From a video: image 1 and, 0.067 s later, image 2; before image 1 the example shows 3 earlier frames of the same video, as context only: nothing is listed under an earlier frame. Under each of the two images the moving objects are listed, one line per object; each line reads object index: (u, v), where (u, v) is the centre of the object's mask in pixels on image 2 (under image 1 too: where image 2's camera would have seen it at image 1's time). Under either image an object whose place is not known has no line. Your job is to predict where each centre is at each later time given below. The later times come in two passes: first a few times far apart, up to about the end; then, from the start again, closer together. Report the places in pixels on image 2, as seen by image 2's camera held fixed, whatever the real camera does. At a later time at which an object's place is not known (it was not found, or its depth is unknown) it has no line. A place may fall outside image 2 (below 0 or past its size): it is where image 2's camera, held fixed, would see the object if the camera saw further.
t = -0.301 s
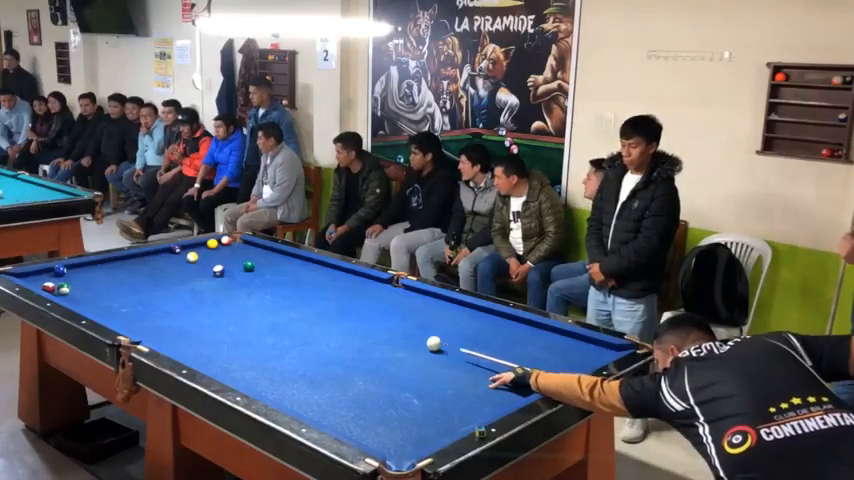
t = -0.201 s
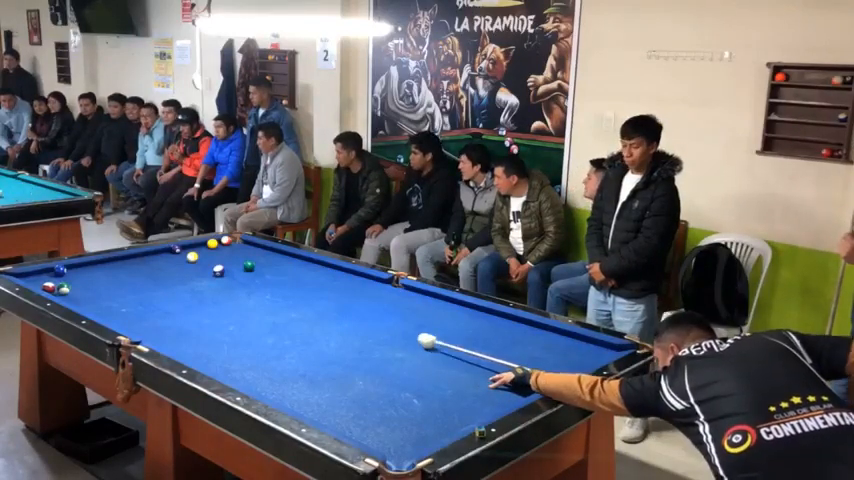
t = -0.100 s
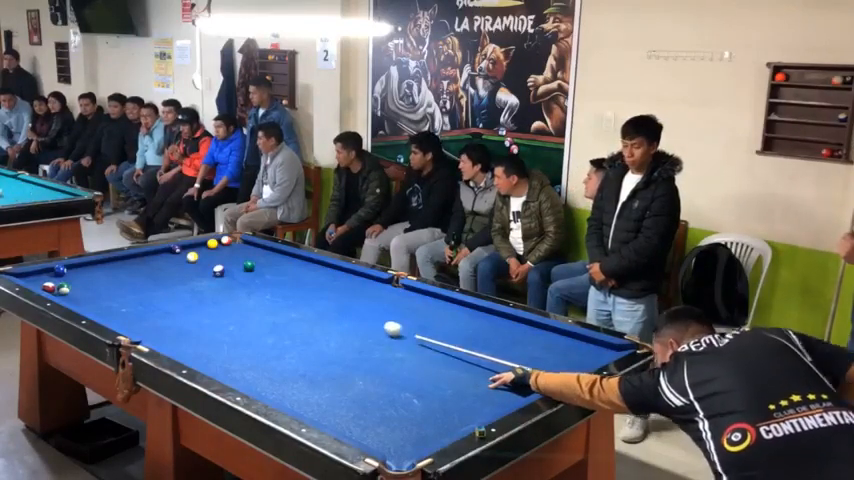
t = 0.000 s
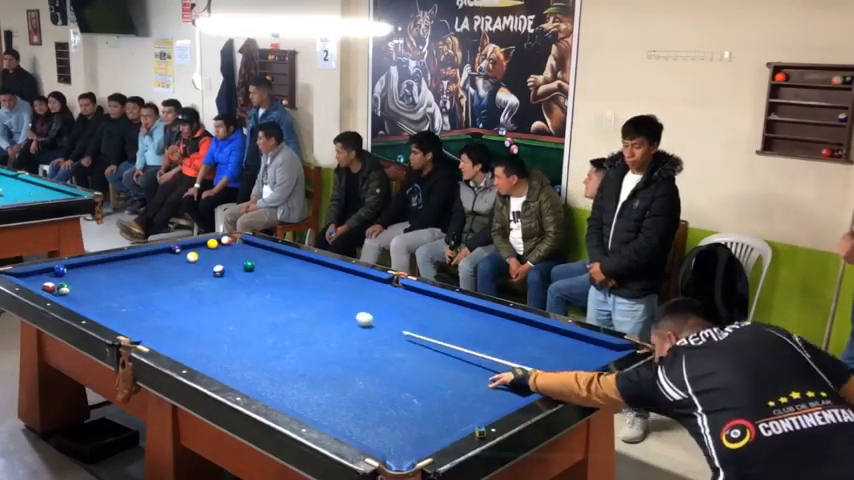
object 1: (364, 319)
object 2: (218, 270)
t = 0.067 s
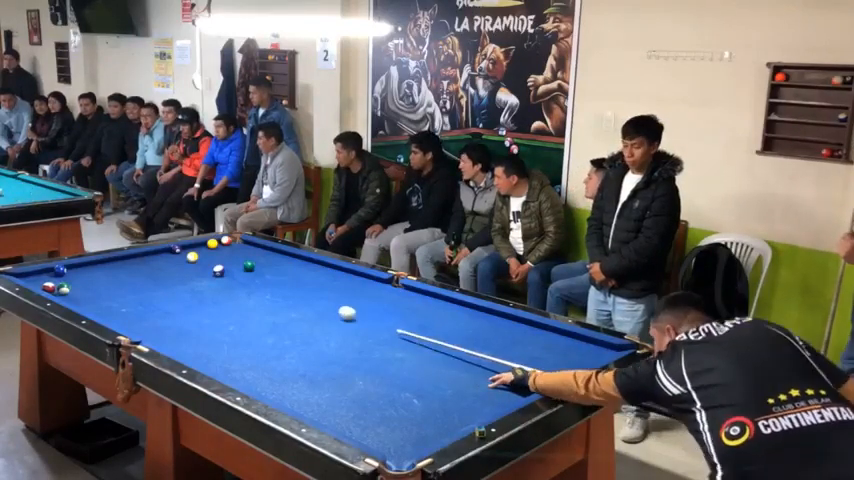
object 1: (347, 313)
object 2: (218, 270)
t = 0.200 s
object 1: (314, 302)
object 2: (218, 270)
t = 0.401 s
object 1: (269, 286)
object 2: (218, 270)
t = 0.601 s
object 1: (230, 273)
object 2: (218, 270)
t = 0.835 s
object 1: (234, 267)
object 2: (181, 263)
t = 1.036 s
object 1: (235, 262)
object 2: (155, 258)
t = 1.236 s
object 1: (237, 257)
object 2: (137, 255)
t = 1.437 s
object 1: (238, 253)
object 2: (142, 260)
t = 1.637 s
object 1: (240, 249)
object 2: (148, 265)
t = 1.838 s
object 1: (241, 246)
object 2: (153, 269)
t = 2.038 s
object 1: (242, 242)
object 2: (159, 274)
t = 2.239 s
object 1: (237, 240)
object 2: (165, 278)
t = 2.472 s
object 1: (235, 240)
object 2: (172, 283)
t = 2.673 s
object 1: (234, 240)
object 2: (178, 287)
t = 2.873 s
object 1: (234, 240)
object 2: (183, 292)
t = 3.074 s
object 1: (234, 240)
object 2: (189, 298)
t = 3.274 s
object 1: (234, 240)
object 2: (194, 302)
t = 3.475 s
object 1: (234, 240)
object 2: (199, 308)
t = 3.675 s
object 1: (234, 240)
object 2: (205, 311)
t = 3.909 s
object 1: (234, 240)
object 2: (210, 316)
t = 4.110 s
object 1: (234, 240)
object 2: (215, 321)
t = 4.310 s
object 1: (234, 240)
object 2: (220, 326)
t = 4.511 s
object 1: (234, 240)
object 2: (224, 328)
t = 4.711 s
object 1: (234, 240)
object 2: (228, 334)
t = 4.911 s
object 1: (234, 240)
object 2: (232, 337)
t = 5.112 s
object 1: (234, 240)
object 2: (235, 341)
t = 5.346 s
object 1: (234, 240)
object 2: (240, 344)
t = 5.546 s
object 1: (234, 240)
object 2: (243, 349)
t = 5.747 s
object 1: (234, 240)
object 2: (246, 350)
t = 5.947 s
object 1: (234, 240)
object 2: (249, 353)
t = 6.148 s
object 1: (234, 240)
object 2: (250, 356)
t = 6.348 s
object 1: (234, 240)
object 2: (252, 358)
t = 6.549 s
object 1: (234, 240)
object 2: (253, 359)
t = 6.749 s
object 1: (234, 240)
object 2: (254, 361)
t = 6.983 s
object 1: (234, 240)
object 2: (256, 363)
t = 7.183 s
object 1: (234, 240)
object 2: (256, 365)
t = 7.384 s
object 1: (234, 240)
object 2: (256, 365)
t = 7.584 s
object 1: (234, 240)
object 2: (257, 365)
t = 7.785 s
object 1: (234, 240)
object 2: (257, 365)
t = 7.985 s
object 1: (234, 240)
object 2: (257, 365)
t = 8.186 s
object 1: (234, 240)
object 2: (257, 365)
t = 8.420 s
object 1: (234, 240)
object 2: (257, 365)
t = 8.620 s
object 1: (234, 240)
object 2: (257, 365)
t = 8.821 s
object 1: (234, 240)
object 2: (257, 365)
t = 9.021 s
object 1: (234, 240)
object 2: (257, 365)
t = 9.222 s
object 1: (234, 240)
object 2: (257, 365)
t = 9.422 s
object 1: (234, 240)
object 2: (257, 365)
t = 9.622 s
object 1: (234, 240)
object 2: (257, 365)
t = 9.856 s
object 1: (234, 240)
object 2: (257, 365)
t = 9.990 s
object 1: (234, 240)
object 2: (257, 365)
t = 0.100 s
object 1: (338, 310)
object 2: (218, 270)
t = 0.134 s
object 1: (330, 307)
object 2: (218, 270)
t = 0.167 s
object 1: (322, 304)
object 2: (218, 270)
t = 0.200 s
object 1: (314, 302)
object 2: (218, 270)
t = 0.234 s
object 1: (306, 299)
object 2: (218, 270)
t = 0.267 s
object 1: (298, 296)
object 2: (218, 270)
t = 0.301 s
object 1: (291, 294)
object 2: (218, 270)
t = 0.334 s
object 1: (284, 292)
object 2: (218, 270)
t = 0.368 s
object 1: (276, 289)
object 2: (218, 270)
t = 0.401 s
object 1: (269, 286)
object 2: (218, 270)
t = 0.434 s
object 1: (262, 284)
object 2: (218, 270)
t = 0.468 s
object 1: (255, 282)
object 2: (218, 270)
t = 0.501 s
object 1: (249, 279)
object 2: (218, 270)
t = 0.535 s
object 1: (242, 277)
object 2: (218, 270)
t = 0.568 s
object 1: (236, 275)
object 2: (218, 270)
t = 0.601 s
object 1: (230, 273)
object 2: (218, 270)
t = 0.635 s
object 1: (229, 272)
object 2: (213, 269)
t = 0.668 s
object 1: (231, 271)
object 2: (206, 268)
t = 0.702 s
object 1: (232, 271)
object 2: (200, 266)
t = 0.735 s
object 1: (233, 270)
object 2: (194, 266)
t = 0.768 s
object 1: (234, 269)
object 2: (190, 266)
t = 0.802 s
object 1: (234, 268)
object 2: (186, 264)
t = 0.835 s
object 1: (234, 267)
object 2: (181, 263)
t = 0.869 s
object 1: (234, 266)
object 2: (177, 263)
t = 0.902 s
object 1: (235, 265)
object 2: (172, 261)
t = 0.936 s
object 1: (235, 264)
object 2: (167, 260)
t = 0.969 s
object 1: (235, 264)
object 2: (164, 260)
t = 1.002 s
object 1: (235, 263)
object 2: (160, 259)
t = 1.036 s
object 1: (235, 262)
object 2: (155, 258)
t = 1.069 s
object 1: (236, 261)
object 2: (152, 258)
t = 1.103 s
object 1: (236, 260)
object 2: (147, 256)
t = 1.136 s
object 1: (236, 260)
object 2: (142, 256)
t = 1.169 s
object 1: (237, 259)
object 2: (139, 256)
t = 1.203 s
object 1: (237, 258)
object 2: (136, 254)
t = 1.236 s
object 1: (237, 257)
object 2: (137, 255)
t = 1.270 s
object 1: (237, 257)
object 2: (138, 256)
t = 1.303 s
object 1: (238, 256)
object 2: (138, 257)
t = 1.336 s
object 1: (238, 255)
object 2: (139, 258)
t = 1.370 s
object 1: (238, 255)
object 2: (140, 257)
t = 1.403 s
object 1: (238, 254)
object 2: (141, 259)
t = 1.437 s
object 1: (238, 253)
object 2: (142, 260)
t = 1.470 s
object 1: (239, 252)
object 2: (142, 261)
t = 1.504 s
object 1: (239, 252)
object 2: (144, 261)
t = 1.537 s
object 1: (239, 251)
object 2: (145, 261)
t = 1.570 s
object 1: (239, 251)
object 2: (146, 263)
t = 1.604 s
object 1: (239, 250)
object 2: (147, 264)
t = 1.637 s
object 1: (240, 249)
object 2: (148, 265)
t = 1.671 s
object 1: (240, 249)
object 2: (148, 265)
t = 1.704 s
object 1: (240, 248)
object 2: (150, 265)
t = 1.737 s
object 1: (241, 247)
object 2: (151, 266)
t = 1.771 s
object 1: (241, 247)
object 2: (152, 268)
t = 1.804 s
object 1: (241, 246)
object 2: (152, 269)
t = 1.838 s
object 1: (241, 246)
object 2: (153, 269)
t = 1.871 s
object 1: (241, 245)
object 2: (155, 269)
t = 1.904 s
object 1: (241, 244)
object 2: (156, 270)
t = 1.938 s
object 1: (242, 244)
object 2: (157, 271)
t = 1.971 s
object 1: (242, 243)
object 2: (159, 273)
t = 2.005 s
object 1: (242, 242)
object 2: (159, 274)
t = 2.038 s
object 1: (242, 242)
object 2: (159, 274)
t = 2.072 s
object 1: (242, 242)
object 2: (160, 274)
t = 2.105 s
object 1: (243, 241)
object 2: (161, 275)
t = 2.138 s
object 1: (241, 241)
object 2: (162, 276)
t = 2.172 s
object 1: (240, 241)
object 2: (163, 278)
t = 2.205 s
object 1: (239, 241)
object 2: (164, 278)
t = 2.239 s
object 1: (237, 240)
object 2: (165, 278)
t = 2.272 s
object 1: (236, 241)
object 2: (166, 279)
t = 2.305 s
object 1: (236, 241)
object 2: (167, 280)
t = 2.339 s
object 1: (235, 241)
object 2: (169, 281)
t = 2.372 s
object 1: (235, 240)
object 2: (171, 283)
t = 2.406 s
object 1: (235, 240)
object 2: (170, 282)
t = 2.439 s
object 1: (235, 240)
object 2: (170, 283)
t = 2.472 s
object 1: (235, 240)
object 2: (172, 283)
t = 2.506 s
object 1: (235, 240)
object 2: (173, 284)
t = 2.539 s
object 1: (235, 240)
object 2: (174, 285)
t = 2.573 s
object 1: (234, 240)
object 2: (175, 287)
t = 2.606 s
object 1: (234, 240)
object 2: (176, 288)
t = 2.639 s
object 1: (234, 240)
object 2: (177, 288)
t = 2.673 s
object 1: (234, 240)
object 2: (178, 287)
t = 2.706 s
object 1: (234, 240)
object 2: (179, 288)
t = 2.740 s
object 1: (234, 240)
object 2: (181, 290)
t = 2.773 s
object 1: (234, 240)
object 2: (182, 291)
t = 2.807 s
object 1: (234, 240)
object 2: (181, 292)
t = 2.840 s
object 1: (234, 240)
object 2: (182, 292)
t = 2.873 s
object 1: (234, 240)
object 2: (183, 292)
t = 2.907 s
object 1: (234, 240)
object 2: (184, 293)
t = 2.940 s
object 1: (234, 240)
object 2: (185, 294)
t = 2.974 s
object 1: (234, 240)
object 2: (186, 295)
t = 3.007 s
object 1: (234, 240)
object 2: (187, 297)
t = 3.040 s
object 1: (234, 240)
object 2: (188, 298)
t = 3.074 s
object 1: (234, 240)
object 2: (189, 298)
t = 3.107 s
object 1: (234, 240)
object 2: (190, 297)
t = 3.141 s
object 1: (234, 240)
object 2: (191, 299)
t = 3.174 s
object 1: (234, 240)
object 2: (192, 299)
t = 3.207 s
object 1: (234, 240)
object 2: (193, 301)
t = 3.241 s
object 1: (234, 240)
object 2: (193, 302)
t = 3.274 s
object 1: (234, 240)
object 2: (194, 302)
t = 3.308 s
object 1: (234, 240)
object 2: (194, 303)
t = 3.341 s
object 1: (234, 240)
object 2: (195, 303)
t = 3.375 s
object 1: (234, 240)
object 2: (196, 304)
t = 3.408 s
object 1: (234, 240)
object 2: (197, 305)
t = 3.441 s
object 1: (234, 240)
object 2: (198, 306)
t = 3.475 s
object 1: (234, 240)
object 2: (199, 308)
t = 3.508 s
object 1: (234, 240)
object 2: (200, 309)
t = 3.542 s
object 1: (234, 240)
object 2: (200, 309)
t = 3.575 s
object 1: (234, 240)
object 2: (202, 309)
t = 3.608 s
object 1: (234, 240)
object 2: (203, 310)
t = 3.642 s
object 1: (234, 240)
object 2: (203, 311)
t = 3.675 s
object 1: (234, 240)
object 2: (205, 311)
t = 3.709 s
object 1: (234, 240)
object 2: (206, 312)
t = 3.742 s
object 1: (234, 240)
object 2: (206, 314)
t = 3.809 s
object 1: (234, 240)
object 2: (207, 314)
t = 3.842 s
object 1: (234, 240)
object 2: (209, 315)
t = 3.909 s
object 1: (234, 240)
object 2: (210, 316)
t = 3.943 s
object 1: (234, 240)
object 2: (211, 318)
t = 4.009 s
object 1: (234, 240)
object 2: (213, 320)
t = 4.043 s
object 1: (234, 240)
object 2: (214, 320)
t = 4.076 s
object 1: (234, 240)
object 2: (214, 320)
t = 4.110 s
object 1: (234, 240)
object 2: (215, 321)
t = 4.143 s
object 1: (234, 240)
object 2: (216, 322)
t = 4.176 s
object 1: (234, 240)
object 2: (217, 322)
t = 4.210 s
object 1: (234, 240)
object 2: (218, 323)
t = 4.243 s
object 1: (234, 240)
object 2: (220, 324)
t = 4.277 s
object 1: (234, 240)
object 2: (220, 325)
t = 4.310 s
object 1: (234, 240)
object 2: (220, 326)
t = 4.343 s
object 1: (234, 240)
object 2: (221, 327)
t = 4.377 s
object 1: (234, 240)
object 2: (221, 327)
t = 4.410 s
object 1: (234, 240)
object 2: (222, 326)
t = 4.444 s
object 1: (234, 240)
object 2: (223, 327)
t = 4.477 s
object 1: (234, 240)
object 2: (223, 328)
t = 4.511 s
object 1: (234, 240)
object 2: (224, 328)
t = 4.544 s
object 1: (234, 240)
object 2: (225, 330)
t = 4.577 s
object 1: (234, 240)
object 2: (225, 330)
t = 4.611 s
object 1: (234, 240)
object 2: (226, 332)
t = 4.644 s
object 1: (234, 240)
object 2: (227, 333)
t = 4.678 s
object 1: (234, 240)
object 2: (228, 333)
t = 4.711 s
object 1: (234, 240)
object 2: (228, 334)
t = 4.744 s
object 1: (234, 240)
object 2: (229, 334)
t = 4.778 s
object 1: (234, 240)
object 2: (230, 335)
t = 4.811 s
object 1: (234, 240)
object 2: (230, 336)
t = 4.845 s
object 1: (234, 240)
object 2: (231, 336)
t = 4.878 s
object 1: (234, 240)
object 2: (232, 337)
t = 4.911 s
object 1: (234, 240)
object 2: (232, 337)
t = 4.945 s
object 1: (234, 240)
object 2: (233, 338)
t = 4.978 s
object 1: (234, 240)
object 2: (234, 339)
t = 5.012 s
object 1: (234, 240)
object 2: (234, 339)
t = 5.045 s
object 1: (234, 240)
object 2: (235, 340)
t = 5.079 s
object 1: (234, 240)
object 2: (235, 340)
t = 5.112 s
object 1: (234, 240)
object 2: (235, 341)
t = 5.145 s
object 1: (234, 240)
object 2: (236, 341)
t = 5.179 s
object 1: (234, 240)
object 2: (237, 341)
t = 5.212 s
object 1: (234, 240)
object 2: (237, 342)
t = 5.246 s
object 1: (234, 240)
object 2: (238, 343)
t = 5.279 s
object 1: (234, 240)
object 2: (238, 344)
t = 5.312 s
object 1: (234, 240)
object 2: (239, 344)
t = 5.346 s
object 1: (234, 240)
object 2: (240, 344)
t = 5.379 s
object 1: (234, 240)
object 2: (240, 345)
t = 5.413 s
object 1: (234, 240)
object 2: (241, 346)
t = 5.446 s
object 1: (234, 240)
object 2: (241, 346)
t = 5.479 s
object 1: (234, 240)
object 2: (242, 347)
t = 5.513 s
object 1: (234, 240)
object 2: (242, 348)
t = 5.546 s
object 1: (234, 240)
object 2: (243, 349)
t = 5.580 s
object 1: (234, 240)
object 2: (243, 348)
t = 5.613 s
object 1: (234, 240)
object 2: (244, 349)
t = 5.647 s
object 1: (234, 240)
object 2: (245, 349)
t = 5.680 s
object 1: (234, 240)
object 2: (245, 350)
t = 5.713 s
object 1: (234, 240)
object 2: (245, 350)
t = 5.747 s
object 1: (234, 240)
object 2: (246, 350)
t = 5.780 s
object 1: (234, 240)
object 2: (246, 350)
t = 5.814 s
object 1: (234, 240)
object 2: (247, 351)
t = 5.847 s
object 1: (234, 240)
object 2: (247, 351)
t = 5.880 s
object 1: (234, 240)
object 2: (248, 352)
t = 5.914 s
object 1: (234, 240)
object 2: (248, 352)
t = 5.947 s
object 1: (234, 240)
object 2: (249, 353)
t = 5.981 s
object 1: (234, 240)
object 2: (249, 354)
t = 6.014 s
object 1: (234, 240)
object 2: (249, 354)
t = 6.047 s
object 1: (234, 240)
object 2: (249, 355)
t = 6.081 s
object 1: (234, 240)
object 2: (249, 355)
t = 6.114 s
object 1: (234, 240)
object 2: (250, 356)
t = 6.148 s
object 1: (234, 240)
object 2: (250, 356)
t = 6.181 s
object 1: (234, 240)
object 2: (250, 356)
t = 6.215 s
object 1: (234, 240)
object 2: (251, 356)
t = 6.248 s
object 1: (234, 240)
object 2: (251, 357)
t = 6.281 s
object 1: (234, 240)
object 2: (251, 357)
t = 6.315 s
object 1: (234, 240)
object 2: (252, 357)
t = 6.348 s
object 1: (234, 240)
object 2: (252, 358)
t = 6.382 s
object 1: (234, 240)
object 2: (252, 357)
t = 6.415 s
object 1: (234, 240)
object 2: (253, 358)
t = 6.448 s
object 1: (234, 240)
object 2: (253, 358)
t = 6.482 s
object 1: (234, 240)
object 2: (253, 358)
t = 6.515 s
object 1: (234, 240)
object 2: (253, 359)
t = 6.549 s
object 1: (234, 240)
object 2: (253, 359)
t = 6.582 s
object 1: (234, 240)
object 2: (254, 359)
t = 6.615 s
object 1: (234, 240)
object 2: (254, 360)
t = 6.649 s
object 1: (234, 240)
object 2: (254, 360)
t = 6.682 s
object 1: (234, 240)
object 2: (254, 360)
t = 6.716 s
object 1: (234, 240)
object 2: (254, 361)
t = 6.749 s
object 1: (234, 240)
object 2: (254, 361)
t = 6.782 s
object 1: (234, 240)
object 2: (255, 362)
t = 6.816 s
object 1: (234, 240)
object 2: (255, 362)
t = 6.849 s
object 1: (234, 240)
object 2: (255, 362)
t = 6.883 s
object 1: (234, 240)
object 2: (255, 363)
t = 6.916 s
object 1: (234, 240)
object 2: (255, 363)
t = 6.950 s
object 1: (234, 240)
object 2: (255, 363)
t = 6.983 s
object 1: (234, 240)
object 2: (256, 363)
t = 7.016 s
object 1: (234, 240)
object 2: (256, 364)
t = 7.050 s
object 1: (234, 240)
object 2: (256, 364)
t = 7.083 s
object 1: (234, 240)
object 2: (256, 364)
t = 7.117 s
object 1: (234, 240)
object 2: (256, 364)
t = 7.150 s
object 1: (234, 240)
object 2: (256, 365)
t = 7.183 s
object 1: (234, 240)
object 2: (256, 365)
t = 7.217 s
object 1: (234, 240)
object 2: (256, 365)
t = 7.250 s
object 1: (234, 240)
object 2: (256, 365)
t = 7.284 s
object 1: (234, 240)
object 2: (256, 365)
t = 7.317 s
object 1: (234, 240)
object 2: (256, 365)
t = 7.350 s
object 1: (234, 240)
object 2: (256, 365)
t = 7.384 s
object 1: (234, 240)
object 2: (256, 365)
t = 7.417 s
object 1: (234, 240)
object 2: (256, 365)
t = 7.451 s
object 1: (234, 240)
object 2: (256, 365)
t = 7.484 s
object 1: (234, 240)
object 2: (256, 365)
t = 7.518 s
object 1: (234, 240)
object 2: (257, 365)
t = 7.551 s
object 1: (234, 240)
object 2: (257, 365)
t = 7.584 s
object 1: (234, 240)
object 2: (257, 365)
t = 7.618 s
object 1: (234, 240)
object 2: (257, 365)
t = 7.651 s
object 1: (234, 240)
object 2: (257, 365)
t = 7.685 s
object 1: (234, 240)
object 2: (257, 365)
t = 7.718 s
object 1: (234, 240)
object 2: (257, 365)
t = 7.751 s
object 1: (234, 240)
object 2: (257, 365)
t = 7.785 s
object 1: (234, 240)
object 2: (257, 365)
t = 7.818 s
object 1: (234, 240)
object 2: (257, 365)
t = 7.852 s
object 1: (234, 240)
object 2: (257, 365)
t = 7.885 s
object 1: (234, 240)
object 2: (257, 365)
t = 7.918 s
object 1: (234, 240)
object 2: (257, 365)
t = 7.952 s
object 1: (234, 240)
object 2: (257, 365)
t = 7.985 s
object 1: (234, 240)
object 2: (257, 365)
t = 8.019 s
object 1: (234, 240)
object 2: (257, 365)
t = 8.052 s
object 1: (234, 240)
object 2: (257, 365)
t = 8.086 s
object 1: (234, 240)
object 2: (257, 365)
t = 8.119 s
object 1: (234, 240)
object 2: (257, 365)
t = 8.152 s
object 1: (234, 240)
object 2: (257, 365)
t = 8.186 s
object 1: (234, 240)
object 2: (257, 365)
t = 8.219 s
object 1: (234, 240)
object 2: (257, 365)
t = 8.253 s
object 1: (234, 240)
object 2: (257, 365)
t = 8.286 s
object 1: (234, 240)
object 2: (257, 365)
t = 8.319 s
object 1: (234, 240)
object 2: (257, 365)
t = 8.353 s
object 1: (234, 240)
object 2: (257, 365)
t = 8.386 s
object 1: (234, 240)
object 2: (257, 365)
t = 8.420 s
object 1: (234, 240)
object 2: (257, 365)
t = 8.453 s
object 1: (234, 240)
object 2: (257, 365)
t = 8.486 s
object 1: (234, 240)
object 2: (257, 365)
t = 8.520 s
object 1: (234, 240)
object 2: (257, 365)
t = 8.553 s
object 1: (234, 240)
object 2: (257, 365)
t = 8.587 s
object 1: (234, 240)
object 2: (257, 365)
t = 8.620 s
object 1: (234, 240)
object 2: (257, 365)
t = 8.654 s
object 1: (234, 240)
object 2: (257, 365)
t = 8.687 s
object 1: (234, 240)
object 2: (257, 365)
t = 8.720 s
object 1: (234, 240)
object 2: (257, 365)
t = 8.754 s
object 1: (234, 240)
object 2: (257, 365)
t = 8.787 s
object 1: (234, 240)
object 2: (257, 365)
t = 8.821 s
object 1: (234, 240)
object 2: (257, 365)
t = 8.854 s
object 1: (234, 240)
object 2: (257, 365)
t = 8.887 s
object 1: (234, 240)
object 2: (257, 365)
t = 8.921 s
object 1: (234, 240)
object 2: (257, 365)
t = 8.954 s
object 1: (234, 240)
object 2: (257, 365)
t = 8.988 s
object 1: (234, 240)
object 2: (257, 365)
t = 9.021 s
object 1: (234, 240)
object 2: (257, 365)
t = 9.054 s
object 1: (234, 240)
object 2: (257, 365)
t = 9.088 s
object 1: (234, 240)
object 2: (257, 365)
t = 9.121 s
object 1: (234, 240)
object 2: (257, 365)
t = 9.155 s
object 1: (234, 240)
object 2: (257, 365)
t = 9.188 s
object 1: (234, 240)
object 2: (257, 365)
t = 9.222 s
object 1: (234, 240)
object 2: (257, 365)
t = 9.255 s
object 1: (234, 240)
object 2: (257, 365)
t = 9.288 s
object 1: (234, 240)
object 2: (257, 365)
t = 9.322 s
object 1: (234, 240)
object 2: (257, 365)
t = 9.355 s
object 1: (234, 240)
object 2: (257, 365)
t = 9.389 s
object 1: (234, 240)
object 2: (257, 365)
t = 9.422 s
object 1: (234, 240)
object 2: (257, 365)
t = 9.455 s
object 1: (234, 240)
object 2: (257, 365)
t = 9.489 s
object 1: (234, 240)
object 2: (257, 365)
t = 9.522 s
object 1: (234, 240)
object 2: (257, 365)
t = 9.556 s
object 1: (234, 240)
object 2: (257, 365)
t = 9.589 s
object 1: (234, 240)
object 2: (257, 365)
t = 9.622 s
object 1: (234, 240)
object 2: (257, 365)
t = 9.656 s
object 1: (234, 240)
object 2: (257, 365)
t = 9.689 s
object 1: (234, 240)
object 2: (257, 365)
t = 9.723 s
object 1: (234, 240)
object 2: (257, 365)
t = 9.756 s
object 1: (234, 240)
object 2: (257, 365)
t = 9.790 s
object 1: (234, 240)
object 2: (257, 365)
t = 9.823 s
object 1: (234, 240)
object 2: (257, 365)
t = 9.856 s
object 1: (234, 240)
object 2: (257, 365)
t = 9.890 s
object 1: (234, 240)
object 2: (257, 365)
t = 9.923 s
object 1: (234, 240)
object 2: (257, 365)
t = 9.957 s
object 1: (234, 240)
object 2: (257, 365)
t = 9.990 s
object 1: (234, 240)
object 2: (257, 365)
